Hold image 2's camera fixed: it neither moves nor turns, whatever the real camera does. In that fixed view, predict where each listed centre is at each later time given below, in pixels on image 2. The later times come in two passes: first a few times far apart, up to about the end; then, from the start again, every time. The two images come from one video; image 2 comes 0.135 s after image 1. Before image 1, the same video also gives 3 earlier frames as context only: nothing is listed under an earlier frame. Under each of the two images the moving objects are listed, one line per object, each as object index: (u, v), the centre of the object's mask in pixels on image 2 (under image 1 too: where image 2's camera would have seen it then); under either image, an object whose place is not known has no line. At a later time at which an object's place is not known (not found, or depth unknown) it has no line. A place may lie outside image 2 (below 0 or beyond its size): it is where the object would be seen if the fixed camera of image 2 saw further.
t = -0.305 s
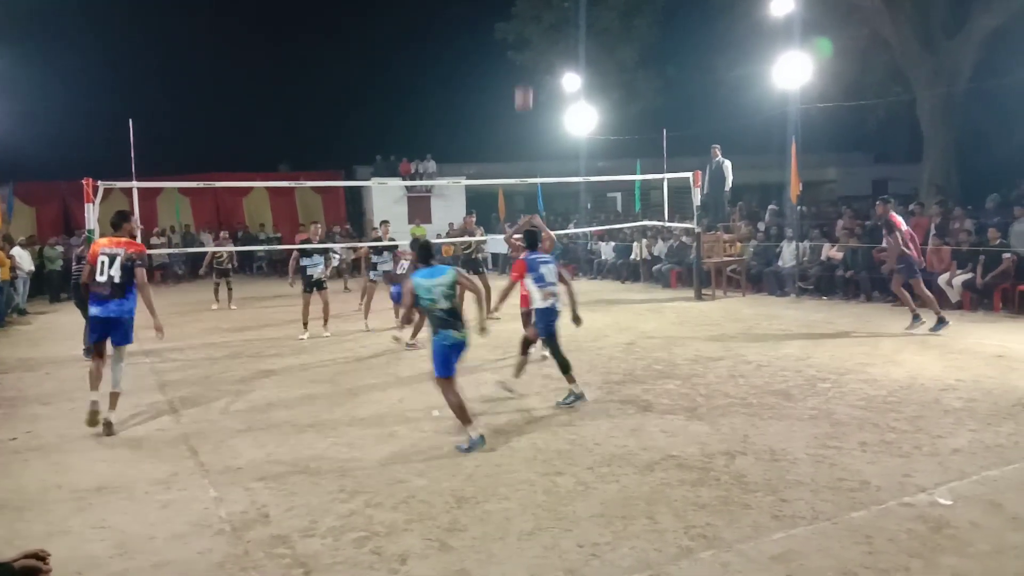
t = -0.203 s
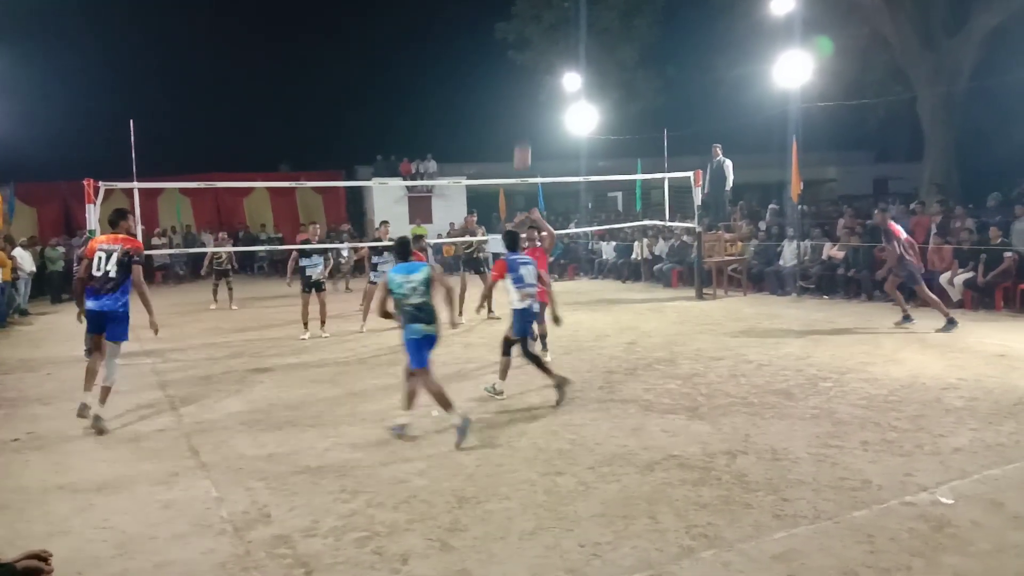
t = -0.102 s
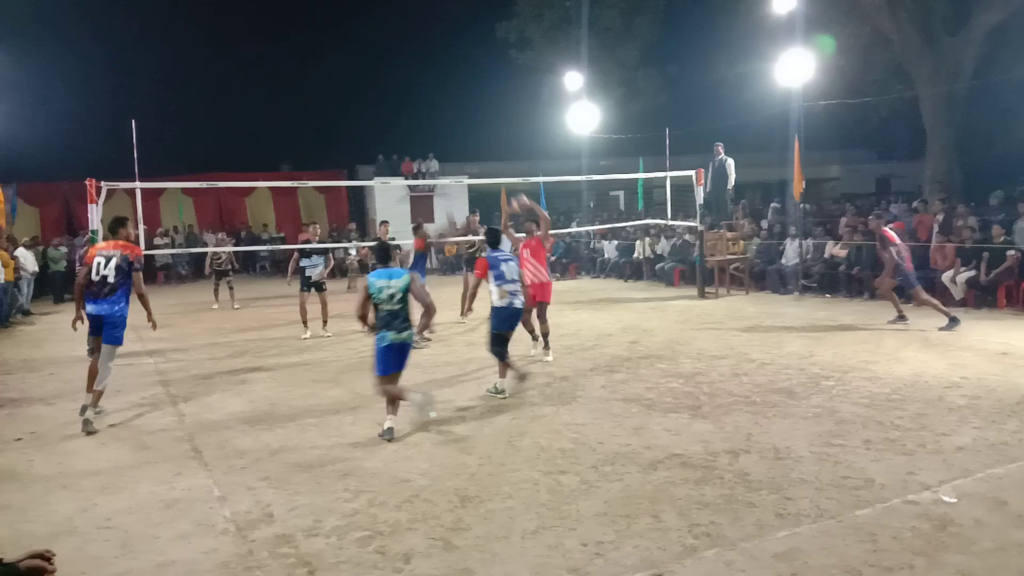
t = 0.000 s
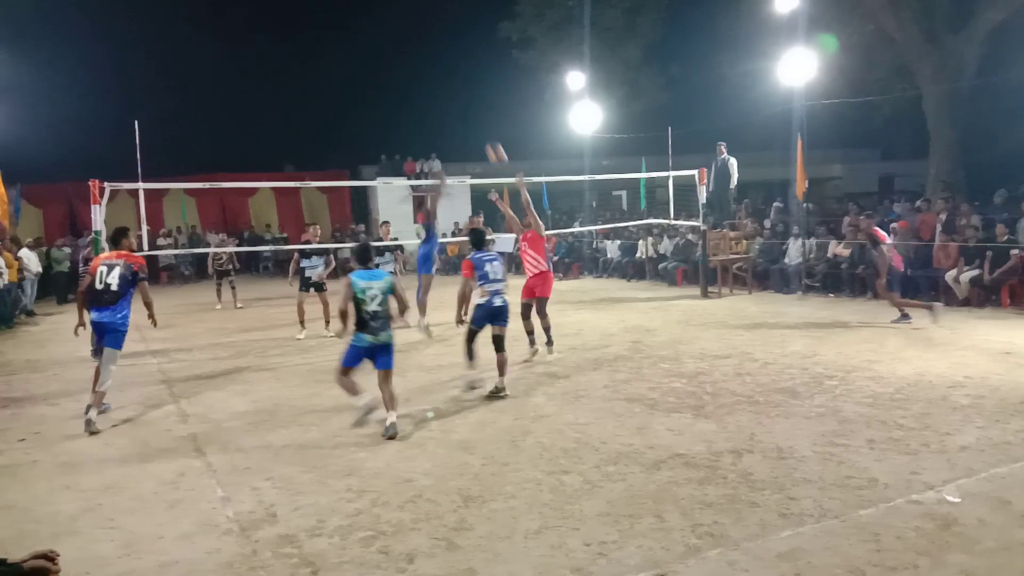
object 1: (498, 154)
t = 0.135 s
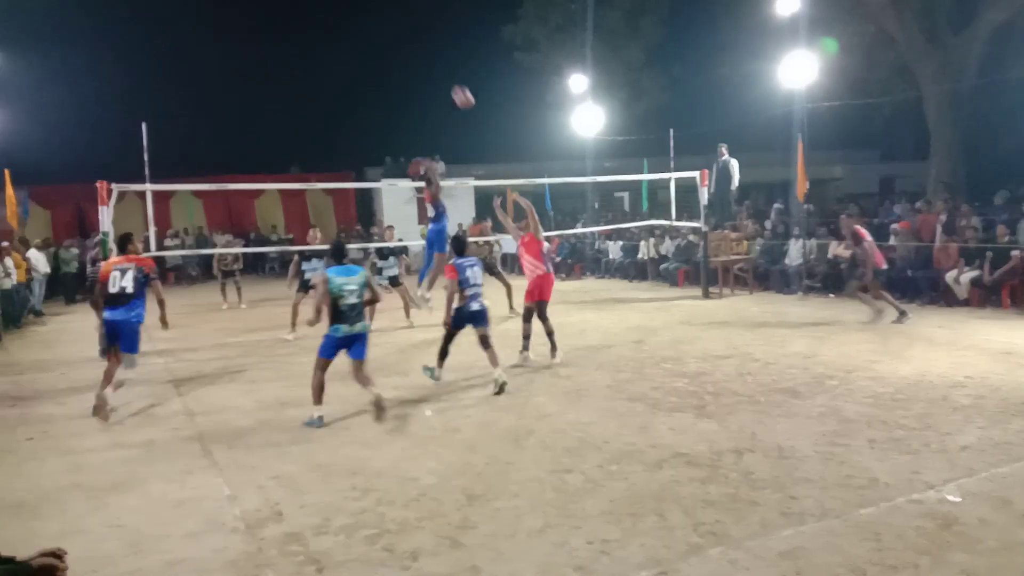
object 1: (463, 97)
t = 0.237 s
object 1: (434, 61)
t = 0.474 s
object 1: (375, 11)
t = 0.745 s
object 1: (313, 12)
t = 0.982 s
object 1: (264, 61)
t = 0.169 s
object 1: (453, 84)
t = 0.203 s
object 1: (444, 72)
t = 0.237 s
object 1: (434, 61)
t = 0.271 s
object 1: (425, 51)
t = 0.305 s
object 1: (416, 41)
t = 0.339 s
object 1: (408, 33)
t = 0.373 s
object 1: (400, 26)
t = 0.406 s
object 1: (392, 21)
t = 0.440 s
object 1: (383, 16)
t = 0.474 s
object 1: (375, 11)
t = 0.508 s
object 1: (367, 9)
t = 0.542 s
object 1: (359, 6)
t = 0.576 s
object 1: (351, 5)
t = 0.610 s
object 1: (343, 5)
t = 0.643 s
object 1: (336, 6)
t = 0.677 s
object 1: (328, 7)
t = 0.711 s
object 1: (320, 9)
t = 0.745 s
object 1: (313, 12)
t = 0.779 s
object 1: (306, 16)
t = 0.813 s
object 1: (298, 22)
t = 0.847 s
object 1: (291, 28)
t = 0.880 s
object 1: (284, 35)
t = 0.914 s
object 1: (278, 43)
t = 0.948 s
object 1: (271, 51)
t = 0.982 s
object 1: (264, 61)
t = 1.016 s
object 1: (258, 71)
